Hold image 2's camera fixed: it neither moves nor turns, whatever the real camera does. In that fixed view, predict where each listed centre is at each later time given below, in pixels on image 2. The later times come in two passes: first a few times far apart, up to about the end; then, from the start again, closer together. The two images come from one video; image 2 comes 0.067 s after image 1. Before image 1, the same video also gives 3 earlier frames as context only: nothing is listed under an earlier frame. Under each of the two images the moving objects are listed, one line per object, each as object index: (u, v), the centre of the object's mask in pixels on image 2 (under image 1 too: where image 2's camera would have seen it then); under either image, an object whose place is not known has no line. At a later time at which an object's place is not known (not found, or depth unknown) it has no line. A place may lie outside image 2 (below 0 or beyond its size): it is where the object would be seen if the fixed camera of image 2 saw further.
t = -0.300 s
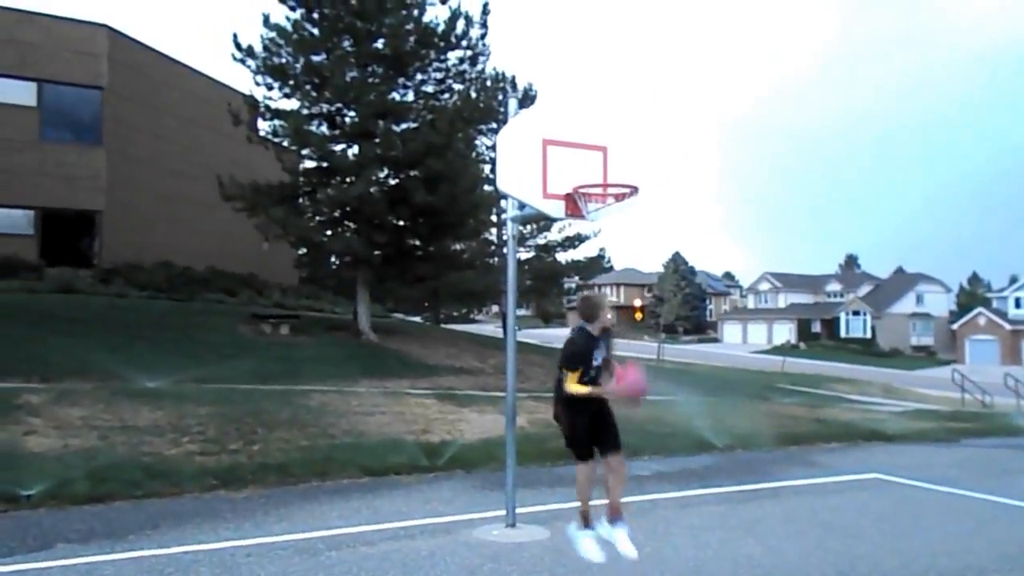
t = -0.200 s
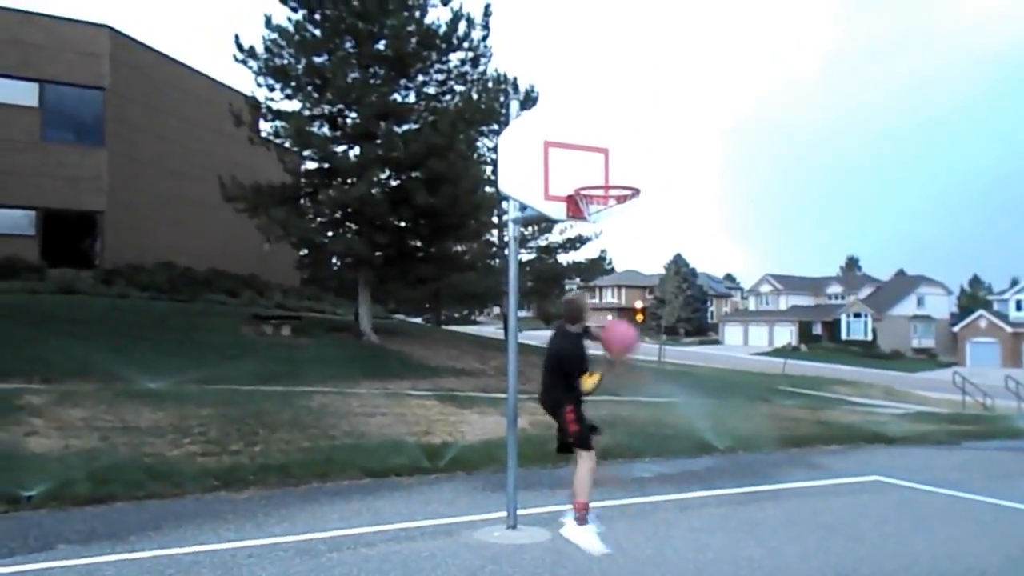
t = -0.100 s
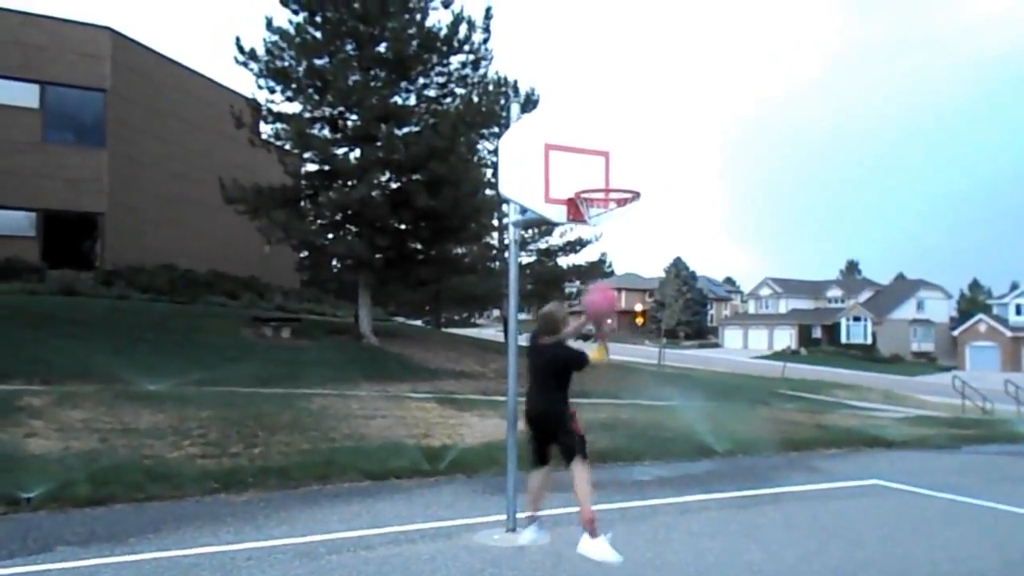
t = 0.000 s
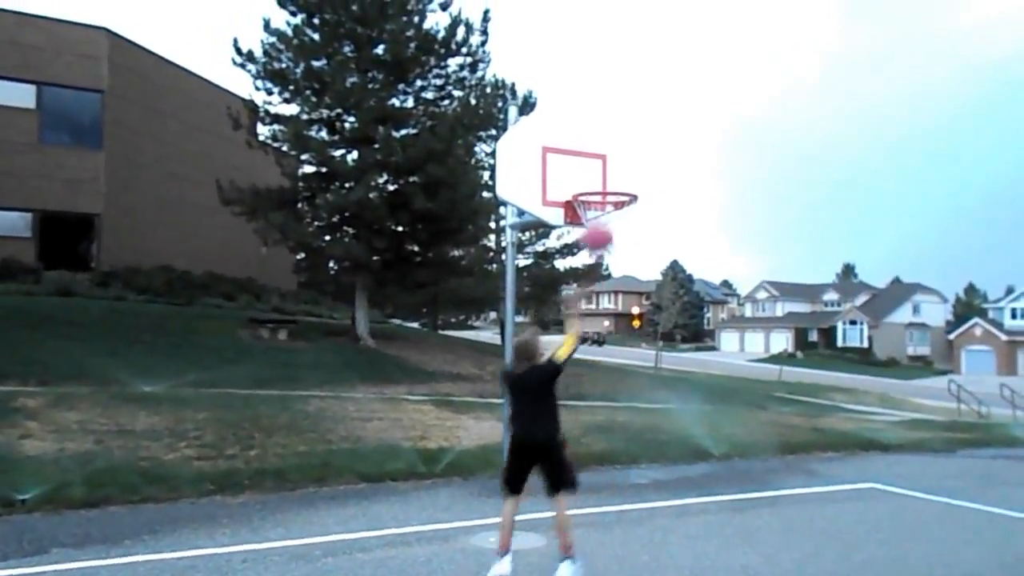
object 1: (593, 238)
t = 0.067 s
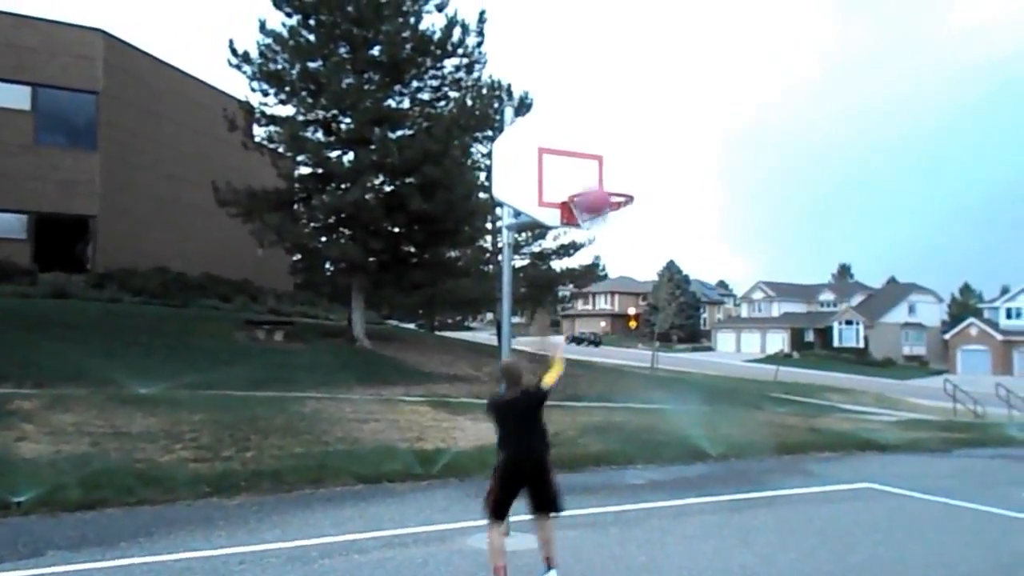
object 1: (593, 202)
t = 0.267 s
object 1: (596, 134)
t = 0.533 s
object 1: (599, 136)
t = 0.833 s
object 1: (599, 229)
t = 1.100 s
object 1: (602, 353)
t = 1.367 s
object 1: (603, 580)
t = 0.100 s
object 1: (594, 184)
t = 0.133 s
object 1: (594, 171)
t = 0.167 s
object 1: (595, 159)
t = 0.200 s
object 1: (595, 149)
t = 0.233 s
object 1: (595, 141)
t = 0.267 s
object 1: (596, 134)
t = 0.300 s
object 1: (597, 128)
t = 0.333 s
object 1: (597, 125)
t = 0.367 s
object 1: (597, 123)
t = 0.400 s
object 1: (598, 123)
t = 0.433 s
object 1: (598, 124)
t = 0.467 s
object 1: (598, 126)
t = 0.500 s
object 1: (599, 130)
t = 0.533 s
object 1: (599, 136)
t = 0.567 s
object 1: (599, 143)
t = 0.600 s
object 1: (599, 151)
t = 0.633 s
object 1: (600, 160)
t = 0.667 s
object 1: (599, 171)
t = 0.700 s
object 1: (599, 182)
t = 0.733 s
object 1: (600, 191)
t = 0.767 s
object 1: (600, 203)
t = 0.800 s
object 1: (599, 215)
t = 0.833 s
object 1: (599, 229)
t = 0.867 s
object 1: (600, 244)
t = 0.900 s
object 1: (600, 256)
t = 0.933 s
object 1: (600, 270)
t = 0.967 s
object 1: (599, 281)
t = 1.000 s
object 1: (600, 295)
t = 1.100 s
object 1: (602, 353)
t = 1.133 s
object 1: (599, 374)
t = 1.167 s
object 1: (600, 402)
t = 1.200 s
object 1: (600, 428)
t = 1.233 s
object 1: (600, 456)
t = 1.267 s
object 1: (602, 486)
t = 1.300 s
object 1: (602, 528)
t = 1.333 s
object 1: (602, 559)
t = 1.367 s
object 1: (603, 580)
